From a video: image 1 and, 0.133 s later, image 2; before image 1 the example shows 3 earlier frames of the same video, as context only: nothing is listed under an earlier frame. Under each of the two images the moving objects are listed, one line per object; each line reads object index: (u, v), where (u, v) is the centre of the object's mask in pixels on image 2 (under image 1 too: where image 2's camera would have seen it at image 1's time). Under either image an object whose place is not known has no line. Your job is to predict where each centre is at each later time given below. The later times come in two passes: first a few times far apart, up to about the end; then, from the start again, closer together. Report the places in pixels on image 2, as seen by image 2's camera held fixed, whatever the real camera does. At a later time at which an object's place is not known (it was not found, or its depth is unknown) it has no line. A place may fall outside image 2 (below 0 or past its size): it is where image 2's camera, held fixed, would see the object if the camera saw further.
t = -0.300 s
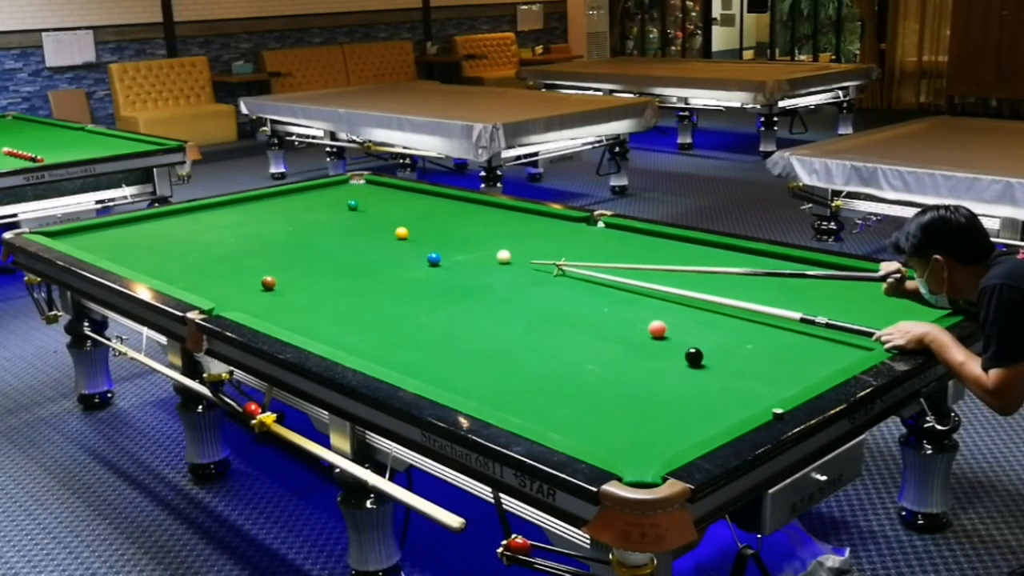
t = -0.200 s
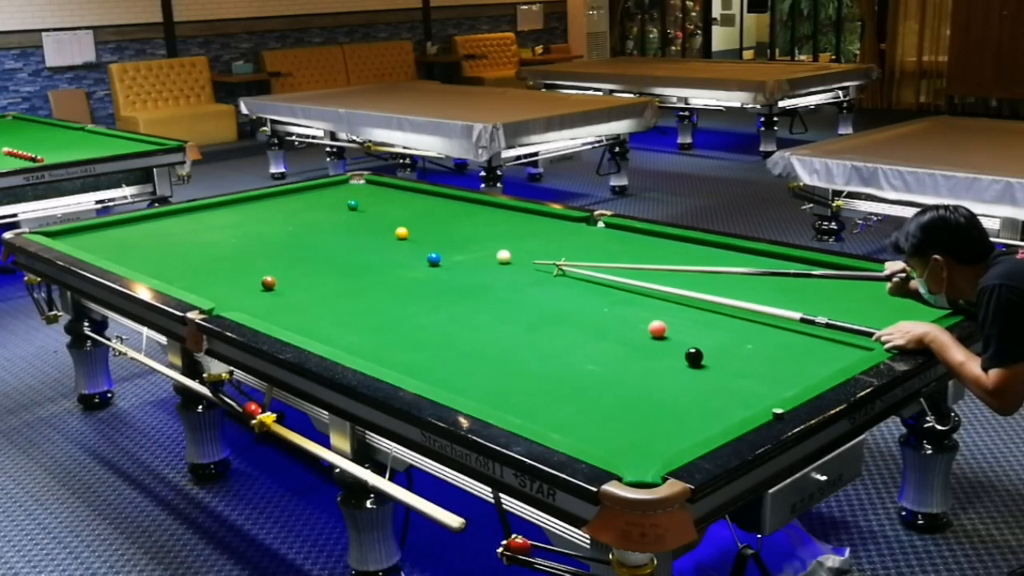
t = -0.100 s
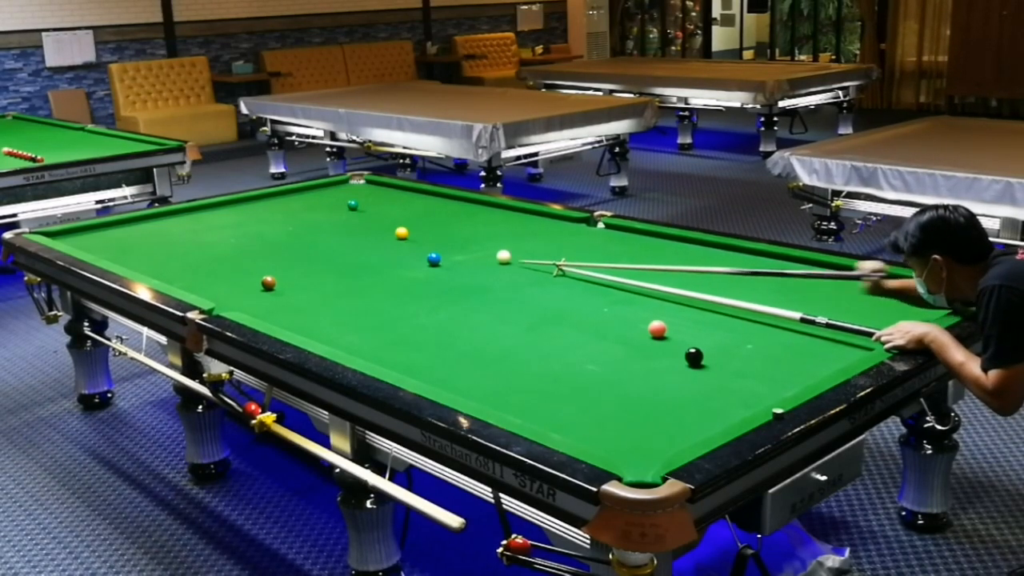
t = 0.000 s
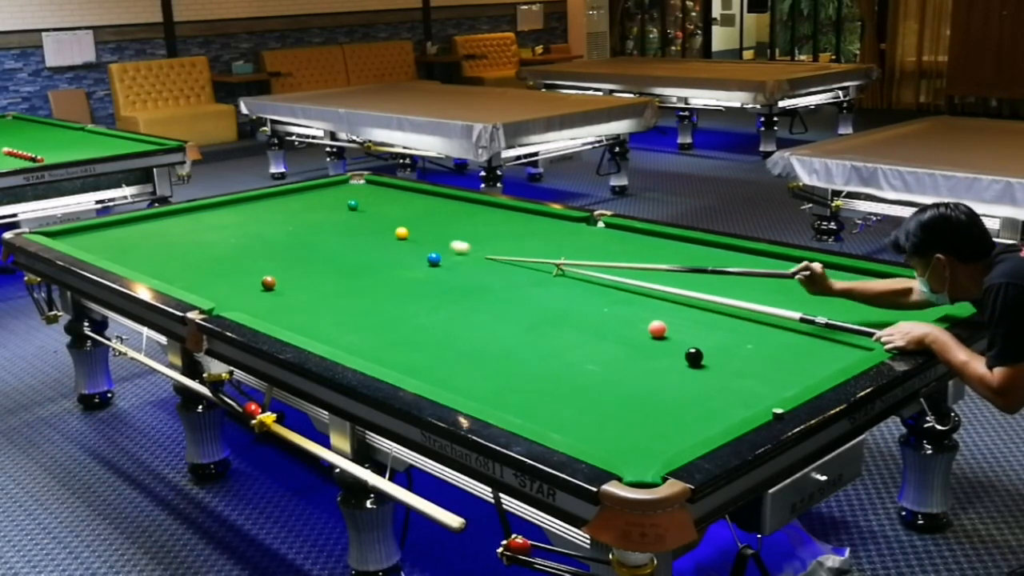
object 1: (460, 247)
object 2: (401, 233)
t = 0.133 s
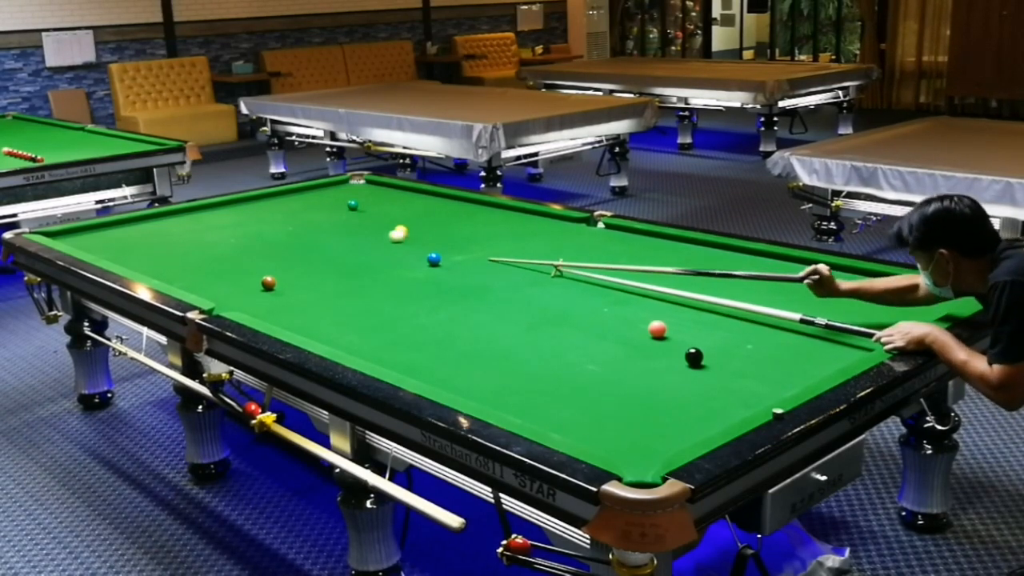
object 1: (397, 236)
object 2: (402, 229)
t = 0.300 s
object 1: (344, 240)
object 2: (393, 217)
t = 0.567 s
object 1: (289, 249)
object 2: (384, 200)
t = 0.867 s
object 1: (234, 259)
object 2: (376, 184)
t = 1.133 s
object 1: (183, 269)
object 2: (339, 182)
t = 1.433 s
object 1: (162, 272)
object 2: (337, 191)
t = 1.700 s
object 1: (190, 264)
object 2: (333, 199)
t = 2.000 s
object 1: (219, 255)
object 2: (329, 209)
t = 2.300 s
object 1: (245, 248)
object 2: (324, 219)
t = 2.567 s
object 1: (266, 242)
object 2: (321, 229)
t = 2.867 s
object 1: (287, 236)
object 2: (316, 240)
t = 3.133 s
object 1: (304, 231)
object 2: (312, 250)
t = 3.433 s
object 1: (321, 226)
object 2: (308, 262)
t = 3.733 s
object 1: (336, 222)
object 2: (303, 275)
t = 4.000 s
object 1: (348, 219)
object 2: (298, 287)
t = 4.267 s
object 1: (359, 216)
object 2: (294, 300)
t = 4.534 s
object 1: (369, 214)
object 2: (290, 312)
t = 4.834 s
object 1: (379, 211)
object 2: (286, 324)
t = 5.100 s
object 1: (386, 209)
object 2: (308, 329)
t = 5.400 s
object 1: (394, 207)
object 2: (335, 331)
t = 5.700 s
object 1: (400, 206)
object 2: (361, 331)
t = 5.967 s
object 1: (404, 205)
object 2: (383, 332)
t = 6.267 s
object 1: (407, 204)
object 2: (404, 332)
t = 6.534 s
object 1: (408, 204)
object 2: (421, 332)
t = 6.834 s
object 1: (409, 204)
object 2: (438, 332)
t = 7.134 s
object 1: (408, 204)
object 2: (452, 332)
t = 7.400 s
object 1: (408, 204)
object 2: (463, 333)
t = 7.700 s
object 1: (408, 204)
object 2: (472, 333)
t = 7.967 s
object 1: (408, 204)
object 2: (478, 332)
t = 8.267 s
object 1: (409, 205)
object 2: (482, 332)
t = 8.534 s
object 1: (409, 204)
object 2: (484, 332)
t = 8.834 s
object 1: (408, 204)
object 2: (484, 332)
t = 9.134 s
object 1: (408, 204)
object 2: (484, 332)
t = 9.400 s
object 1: (408, 204)
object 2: (484, 332)
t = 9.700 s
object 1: (408, 204)
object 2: (484, 332)
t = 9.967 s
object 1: (408, 204)
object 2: (484, 332)
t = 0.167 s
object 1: (385, 237)
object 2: (399, 228)
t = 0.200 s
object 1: (374, 237)
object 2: (397, 225)
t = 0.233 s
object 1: (363, 238)
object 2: (396, 222)
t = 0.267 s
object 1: (353, 239)
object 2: (394, 219)
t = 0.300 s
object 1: (344, 240)
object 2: (393, 217)
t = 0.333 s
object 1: (335, 241)
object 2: (392, 214)
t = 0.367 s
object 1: (328, 242)
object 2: (390, 212)
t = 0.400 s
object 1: (320, 243)
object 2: (389, 210)
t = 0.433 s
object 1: (313, 244)
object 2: (388, 208)
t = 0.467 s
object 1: (307, 245)
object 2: (387, 206)
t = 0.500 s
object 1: (301, 247)
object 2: (386, 204)
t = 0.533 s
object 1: (295, 248)
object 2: (385, 202)
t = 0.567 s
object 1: (289, 249)
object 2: (384, 200)
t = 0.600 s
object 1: (283, 250)
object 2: (383, 198)
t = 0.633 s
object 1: (277, 251)
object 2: (382, 196)
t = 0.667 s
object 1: (271, 252)
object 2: (381, 194)
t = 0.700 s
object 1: (264, 253)
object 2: (380, 193)
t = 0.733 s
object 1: (258, 255)
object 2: (379, 191)
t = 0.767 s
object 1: (252, 256)
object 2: (378, 189)
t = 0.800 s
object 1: (246, 257)
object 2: (378, 187)
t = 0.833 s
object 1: (240, 258)
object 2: (377, 186)
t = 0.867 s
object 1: (234, 259)
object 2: (376, 184)
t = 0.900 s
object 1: (227, 261)
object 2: (375, 183)
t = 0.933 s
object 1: (221, 262)
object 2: (369, 182)
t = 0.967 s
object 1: (215, 263)
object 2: (363, 182)
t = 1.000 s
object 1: (208, 264)
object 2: (357, 182)
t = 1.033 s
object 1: (202, 265)
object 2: (351, 182)
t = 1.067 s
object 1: (196, 267)
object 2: (345, 182)
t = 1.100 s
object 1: (189, 268)
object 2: (340, 181)
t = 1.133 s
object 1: (183, 269)
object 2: (339, 182)
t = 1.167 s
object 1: (177, 270)
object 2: (339, 184)
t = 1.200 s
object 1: (170, 271)
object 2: (339, 185)
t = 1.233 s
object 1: (164, 273)
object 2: (339, 186)
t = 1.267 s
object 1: (158, 273)
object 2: (338, 186)
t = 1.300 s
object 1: (152, 273)
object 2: (338, 187)
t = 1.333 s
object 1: (150, 273)
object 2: (338, 188)
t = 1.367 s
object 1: (154, 273)
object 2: (337, 189)
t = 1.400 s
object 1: (158, 273)
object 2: (337, 190)
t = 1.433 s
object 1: (162, 272)
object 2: (337, 191)
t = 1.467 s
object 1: (166, 271)
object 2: (336, 192)
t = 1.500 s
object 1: (169, 270)
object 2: (335, 193)
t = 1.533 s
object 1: (173, 269)
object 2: (335, 194)
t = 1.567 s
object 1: (177, 268)
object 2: (334, 195)
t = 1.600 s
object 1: (180, 267)
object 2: (334, 196)
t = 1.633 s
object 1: (184, 266)
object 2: (333, 197)
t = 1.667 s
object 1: (187, 265)
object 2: (333, 198)
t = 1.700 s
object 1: (190, 264)
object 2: (333, 199)
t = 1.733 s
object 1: (194, 263)
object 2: (332, 200)
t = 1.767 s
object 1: (197, 261)
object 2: (332, 202)
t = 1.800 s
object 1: (200, 261)
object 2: (331, 203)
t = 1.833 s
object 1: (203, 260)
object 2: (331, 204)
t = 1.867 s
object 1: (207, 259)
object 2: (330, 205)
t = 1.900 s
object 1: (210, 258)
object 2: (330, 206)
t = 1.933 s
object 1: (213, 257)
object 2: (330, 207)
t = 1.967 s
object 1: (216, 256)
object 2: (329, 208)
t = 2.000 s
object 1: (219, 255)
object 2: (329, 209)
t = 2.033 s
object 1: (222, 254)
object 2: (328, 210)
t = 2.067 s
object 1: (225, 254)
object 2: (328, 211)
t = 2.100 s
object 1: (228, 253)
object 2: (327, 212)
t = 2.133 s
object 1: (231, 252)
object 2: (326, 213)
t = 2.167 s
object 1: (234, 251)
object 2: (326, 214)
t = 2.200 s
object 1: (237, 250)
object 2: (326, 216)
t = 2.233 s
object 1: (239, 249)
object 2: (325, 217)
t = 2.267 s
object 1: (243, 249)
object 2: (325, 218)
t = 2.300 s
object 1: (245, 248)
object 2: (324, 219)
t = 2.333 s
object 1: (248, 247)
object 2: (324, 220)
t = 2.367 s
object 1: (250, 246)
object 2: (323, 221)
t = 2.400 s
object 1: (253, 245)
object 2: (323, 222)
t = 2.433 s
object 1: (256, 245)
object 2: (323, 224)
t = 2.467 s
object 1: (258, 244)
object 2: (322, 225)
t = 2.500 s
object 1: (261, 243)
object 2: (322, 226)
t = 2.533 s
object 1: (263, 243)
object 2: (321, 227)
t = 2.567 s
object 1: (266, 242)
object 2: (321, 229)
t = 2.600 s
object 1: (268, 241)
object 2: (320, 230)
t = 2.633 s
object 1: (271, 240)
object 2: (320, 231)
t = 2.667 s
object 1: (273, 240)
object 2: (319, 232)
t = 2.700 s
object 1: (276, 239)
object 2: (318, 233)
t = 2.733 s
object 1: (278, 238)
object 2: (318, 235)
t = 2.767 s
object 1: (280, 238)
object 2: (318, 236)
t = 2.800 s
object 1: (282, 237)
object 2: (317, 237)
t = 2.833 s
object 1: (285, 236)
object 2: (316, 238)
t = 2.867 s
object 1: (287, 236)
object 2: (316, 240)
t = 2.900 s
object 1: (289, 235)
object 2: (315, 241)
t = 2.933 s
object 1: (291, 234)
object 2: (315, 242)
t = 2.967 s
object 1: (293, 234)
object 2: (314, 244)
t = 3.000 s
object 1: (295, 233)
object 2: (314, 245)
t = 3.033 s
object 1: (298, 232)
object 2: (313, 246)
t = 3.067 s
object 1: (300, 232)
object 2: (313, 248)
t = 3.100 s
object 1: (301, 231)
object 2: (313, 249)
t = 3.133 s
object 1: (304, 231)
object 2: (312, 250)
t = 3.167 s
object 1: (306, 230)
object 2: (311, 252)
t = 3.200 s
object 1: (308, 230)
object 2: (311, 253)
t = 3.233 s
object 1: (310, 229)
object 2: (310, 254)
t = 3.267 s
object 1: (312, 229)
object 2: (310, 256)
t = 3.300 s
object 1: (313, 228)
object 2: (310, 257)
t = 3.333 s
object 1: (315, 228)
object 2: (309, 258)
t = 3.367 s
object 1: (317, 227)
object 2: (309, 260)
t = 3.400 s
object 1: (319, 227)
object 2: (308, 261)
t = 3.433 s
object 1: (321, 226)
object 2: (308, 262)
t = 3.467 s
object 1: (322, 226)
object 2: (307, 264)
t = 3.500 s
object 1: (324, 225)
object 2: (306, 265)
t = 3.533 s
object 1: (326, 225)
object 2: (306, 267)
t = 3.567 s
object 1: (328, 224)
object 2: (305, 268)
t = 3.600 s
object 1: (330, 224)
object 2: (305, 270)
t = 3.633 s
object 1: (331, 223)
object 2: (304, 271)
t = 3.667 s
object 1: (333, 223)
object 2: (304, 273)
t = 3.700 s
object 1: (334, 222)
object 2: (303, 274)
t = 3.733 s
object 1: (336, 222)
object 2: (303, 275)
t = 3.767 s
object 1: (338, 221)
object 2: (302, 277)
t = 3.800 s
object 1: (339, 221)
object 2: (302, 278)
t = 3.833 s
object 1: (341, 221)
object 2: (301, 280)
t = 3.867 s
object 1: (342, 220)
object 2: (301, 281)
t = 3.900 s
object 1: (344, 220)
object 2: (300, 283)
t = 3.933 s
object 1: (345, 219)
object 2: (299, 284)
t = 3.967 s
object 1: (347, 219)
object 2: (299, 286)
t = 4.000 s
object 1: (348, 219)
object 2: (298, 287)
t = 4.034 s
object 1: (350, 219)
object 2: (298, 289)
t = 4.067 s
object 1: (351, 218)
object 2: (297, 291)
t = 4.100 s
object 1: (352, 218)
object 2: (297, 292)
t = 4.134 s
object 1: (354, 218)
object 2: (296, 293)
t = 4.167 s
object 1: (355, 217)
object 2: (296, 295)
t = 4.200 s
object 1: (356, 217)
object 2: (295, 297)
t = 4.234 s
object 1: (358, 217)
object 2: (295, 298)
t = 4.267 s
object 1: (359, 216)
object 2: (294, 300)
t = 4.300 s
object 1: (360, 216)
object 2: (294, 301)
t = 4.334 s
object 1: (362, 216)
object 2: (293, 303)
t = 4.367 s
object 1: (363, 215)
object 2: (292, 305)
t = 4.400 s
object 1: (364, 215)
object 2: (292, 306)
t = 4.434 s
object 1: (365, 214)
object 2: (291, 308)
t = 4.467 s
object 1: (367, 214)
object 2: (291, 309)
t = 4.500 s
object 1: (368, 214)
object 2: (290, 311)
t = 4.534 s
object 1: (369, 214)
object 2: (290, 312)
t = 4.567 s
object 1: (370, 213)
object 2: (289, 314)
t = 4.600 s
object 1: (371, 213)
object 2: (289, 315)
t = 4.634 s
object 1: (372, 212)
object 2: (288, 317)
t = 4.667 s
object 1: (373, 212)
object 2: (287, 319)
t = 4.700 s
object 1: (375, 212)
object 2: (287, 320)
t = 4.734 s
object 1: (376, 212)
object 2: (287, 321)
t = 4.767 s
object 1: (377, 211)
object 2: (286, 322)
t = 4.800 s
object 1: (378, 211)
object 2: (286, 323)
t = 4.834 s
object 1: (379, 211)
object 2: (286, 324)
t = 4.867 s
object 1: (380, 210)
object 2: (286, 326)
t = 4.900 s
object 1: (381, 210)
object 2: (288, 326)
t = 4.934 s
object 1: (382, 210)
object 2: (291, 327)
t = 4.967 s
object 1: (383, 210)
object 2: (294, 327)
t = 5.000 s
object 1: (384, 210)
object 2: (298, 328)
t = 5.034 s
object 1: (384, 210)
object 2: (301, 328)
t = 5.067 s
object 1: (386, 209)
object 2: (304, 329)
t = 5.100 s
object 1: (386, 209)
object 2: (308, 329)
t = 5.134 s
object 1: (387, 209)
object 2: (310, 330)
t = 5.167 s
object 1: (388, 209)
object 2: (314, 330)
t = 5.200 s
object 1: (389, 209)
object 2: (317, 330)
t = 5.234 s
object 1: (390, 208)
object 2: (320, 330)
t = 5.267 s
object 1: (391, 208)
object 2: (323, 330)
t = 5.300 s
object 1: (392, 208)
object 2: (326, 330)
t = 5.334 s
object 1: (392, 208)
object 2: (329, 330)
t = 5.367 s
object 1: (393, 208)
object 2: (332, 331)
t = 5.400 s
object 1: (394, 207)
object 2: (335, 331)
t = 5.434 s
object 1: (395, 207)
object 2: (338, 331)
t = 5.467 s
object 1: (395, 207)
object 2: (341, 331)
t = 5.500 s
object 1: (396, 207)
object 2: (344, 331)
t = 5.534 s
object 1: (397, 207)
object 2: (347, 331)
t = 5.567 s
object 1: (397, 207)
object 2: (350, 331)
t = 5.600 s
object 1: (398, 206)
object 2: (353, 331)
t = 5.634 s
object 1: (399, 206)
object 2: (356, 331)
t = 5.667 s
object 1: (399, 206)
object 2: (359, 331)
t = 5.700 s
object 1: (400, 206)
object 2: (361, 331)
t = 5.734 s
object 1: (401, 206)
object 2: (364, 331)
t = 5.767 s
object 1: (401, 206)
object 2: (367, 331)
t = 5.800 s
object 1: (402, 206)
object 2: (370, 331)
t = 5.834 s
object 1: (402, 205)
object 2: (372, 331)
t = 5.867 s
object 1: (402, 205)
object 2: (375, 331)
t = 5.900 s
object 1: (403, 205)
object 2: (377, 331)
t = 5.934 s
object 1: (403, 205)
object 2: (380, 331)
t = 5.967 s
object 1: (404, 205)
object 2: (383, 332)
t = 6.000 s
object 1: (404, 205)
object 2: (385, 332)
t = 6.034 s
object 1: (405, 205)
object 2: (388, 332)
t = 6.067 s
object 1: (405, 205)
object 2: (390, 332)
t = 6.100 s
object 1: (405, 205)
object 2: (393, 332)
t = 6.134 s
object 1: (406, 205)
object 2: (395, 332)
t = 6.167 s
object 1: (406, 205)
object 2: (397, 332)
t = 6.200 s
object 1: (406, 204)
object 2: (400, 332)
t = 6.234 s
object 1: (407, 204)
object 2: (402, 332)
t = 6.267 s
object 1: (407, 204)
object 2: (404, 332)
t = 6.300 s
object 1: (407, 204)
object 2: (407, 332)
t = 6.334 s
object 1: (407, 204)
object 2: (408, 332)
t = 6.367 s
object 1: (408, 204)
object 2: (411, 332)
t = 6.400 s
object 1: (408, 204)
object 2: (413, 332)
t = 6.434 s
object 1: (408, 204)
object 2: (415, 332)
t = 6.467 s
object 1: (408, 204)
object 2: (418, 332)
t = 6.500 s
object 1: (408, 204)
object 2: (419, 332)
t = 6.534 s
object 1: (408, 204)
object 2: (421, 332)
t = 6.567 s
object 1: (409, 204)
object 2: (424, 332)
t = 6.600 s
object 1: (409, 204)
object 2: (425, 332)
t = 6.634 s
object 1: (409, 204)
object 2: (427, 332)
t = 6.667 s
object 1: (409, 204)
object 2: (429, 332)
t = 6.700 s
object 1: (409, 204)
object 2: (431, 332)
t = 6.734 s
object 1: (409, 204)
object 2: (433, 332)
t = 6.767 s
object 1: (409, 204)
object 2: (435, 332)
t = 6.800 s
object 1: (409, 204)
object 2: (437, 332)
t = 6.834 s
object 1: (409, 204)
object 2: (438, 332)
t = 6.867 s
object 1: (409, 204)
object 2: (440, 333)
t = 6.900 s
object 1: (409, 204)
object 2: (442, 332)
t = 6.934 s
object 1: (408, 204)
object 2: (443, 333)
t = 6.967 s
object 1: (408, 204)
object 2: (445, 333)
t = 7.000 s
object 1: (408, 204)
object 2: (446, 332)
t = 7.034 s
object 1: (408, 204)
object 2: (448, 332)
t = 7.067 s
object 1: (408, 204)
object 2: (450, 332)
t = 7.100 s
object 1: (408, 204)
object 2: (451, 332)
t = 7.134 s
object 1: (408, 204)
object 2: (452, 332)
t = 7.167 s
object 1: (408, 204)
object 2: (454, 333)
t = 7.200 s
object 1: (408, 204)
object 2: (455, 333)
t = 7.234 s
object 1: (408, 204)
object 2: (457, 333)
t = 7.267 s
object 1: (408, 204)
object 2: (458, 332)
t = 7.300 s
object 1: (409, 204)
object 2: (459, 332)
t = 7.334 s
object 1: (408, 204)
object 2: (460, 333)
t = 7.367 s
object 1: (408, 204)
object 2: (462, 333)
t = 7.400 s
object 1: (408, 204)
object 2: (463, 333)
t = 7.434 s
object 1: (408, 204)
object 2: (464, 333)
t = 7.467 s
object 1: (408, 204)
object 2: (465, 332)
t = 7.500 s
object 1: (408, 204)
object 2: (466, 332)
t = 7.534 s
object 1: (408, 204)
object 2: (467, 332)
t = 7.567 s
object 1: (408, 204)
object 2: (468, 332)
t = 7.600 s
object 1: (408, 204)
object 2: (469, 332)
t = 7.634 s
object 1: (408, 204)
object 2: (470, 333)
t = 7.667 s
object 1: (408, 204)
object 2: (471, 333)
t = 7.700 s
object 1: (408, 204)
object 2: (472, 333)
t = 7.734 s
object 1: (408, 204)
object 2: (473, 332)
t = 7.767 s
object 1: (408, 204)
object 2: (474, 332)
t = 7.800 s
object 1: (408, 204)
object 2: (475, 332)
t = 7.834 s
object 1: (408, 204)
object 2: (475, 333)
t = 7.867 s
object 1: (408, 204)
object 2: (476, 332)
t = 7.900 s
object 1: (408, 204)
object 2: (477, 332)
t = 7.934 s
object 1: (408, 204)
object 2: (478, 332)
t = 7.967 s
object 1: (408, 204)
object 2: (478, 332)
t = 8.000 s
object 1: (409, 205)
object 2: (479, 332)
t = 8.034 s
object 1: (409, 205)
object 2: (479, 332)
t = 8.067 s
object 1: (409, 205)
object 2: (480, 332)
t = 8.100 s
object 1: (409, 205)
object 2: (480, 332)
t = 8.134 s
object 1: (409, 205)
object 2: (481, 332)
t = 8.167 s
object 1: (409, 205)
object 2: (481, 332)
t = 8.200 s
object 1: (409, 205)
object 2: (482, 332)
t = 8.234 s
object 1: (409, 205)
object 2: (482, 332)
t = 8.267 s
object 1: (409, 205)
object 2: (482, 332)
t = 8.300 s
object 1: (409, 205)
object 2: (482, 332)
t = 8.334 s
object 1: (408, 205)
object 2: (483, 332)
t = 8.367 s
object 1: (408, 204)
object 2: (483, 332)
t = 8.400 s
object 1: (408, 204)
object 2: (483, 332)
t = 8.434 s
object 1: (408, 204)
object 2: (483, 332)
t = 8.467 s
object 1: (408, 204)
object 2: (483, 332)
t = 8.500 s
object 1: (409, 204)
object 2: (484, 332)
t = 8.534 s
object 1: (409, 204)
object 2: (484, 332)
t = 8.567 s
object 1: (408, 204)
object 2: (484, 332)
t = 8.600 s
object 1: (409, 204)
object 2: (484, 332)
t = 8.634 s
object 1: (409, 204)
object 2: (484, 332)
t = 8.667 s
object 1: (408, 204)
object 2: (484, 332)
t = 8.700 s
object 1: (408, 204)
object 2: (484, 332)
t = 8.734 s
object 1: (408, 204)
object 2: (484, 332)
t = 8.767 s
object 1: (408, 204)
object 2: (484, 332)
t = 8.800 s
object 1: (408, 204)
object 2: (484, 331)
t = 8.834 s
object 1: (408, 204)
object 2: (484, 332)
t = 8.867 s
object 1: (408, 204)
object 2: (484, 332)
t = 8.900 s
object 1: (408, 204)
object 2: (484, 331)
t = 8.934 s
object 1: (408, 204)
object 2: (484, 332)
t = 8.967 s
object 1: (408, 204)
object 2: (484, 332)
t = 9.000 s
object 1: (408, 204)
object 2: (484, 332)
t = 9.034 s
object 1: (408, 204)
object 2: (484, 332)
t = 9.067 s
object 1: (408, 204)
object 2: (484, 332)
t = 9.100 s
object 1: (408, 204)
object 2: (484, 332)
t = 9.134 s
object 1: (408, 204)
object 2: (484, 332)
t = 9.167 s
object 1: (408, 204)
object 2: (484, 332)
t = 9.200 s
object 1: (408, 204)
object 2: (484, 332)
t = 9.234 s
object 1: (408, 204)
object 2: (484, 332)
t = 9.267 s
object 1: (408, 204)
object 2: (484, 332)
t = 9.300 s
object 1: (408, 204)
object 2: (484, 332)
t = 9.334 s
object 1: (408, 204)
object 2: (484, 332)
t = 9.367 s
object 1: (408, 204)
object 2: (484, 332)
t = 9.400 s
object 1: (408, 204)
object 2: (484, 332)
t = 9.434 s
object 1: (408, 204)
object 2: (484, 332)
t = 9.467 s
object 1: (408, 204)
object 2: (484, 332)
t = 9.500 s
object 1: (408, 204)
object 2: (484, 332)
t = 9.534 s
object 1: (408, 204)
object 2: (484, 332)
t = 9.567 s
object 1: (408, 204)
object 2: (484, 332)
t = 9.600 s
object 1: (408, 204)
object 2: (484, 332)
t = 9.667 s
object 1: (408, 204)
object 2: (484, 332)
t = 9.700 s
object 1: (408, 204)
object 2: (484, 332)
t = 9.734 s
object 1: (408, 204)
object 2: (484, 332)
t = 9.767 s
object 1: (408, 204)
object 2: (484, 332)
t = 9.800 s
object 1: (408, 204)
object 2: (484, 332)
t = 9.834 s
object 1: (408, 204)
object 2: (484, 332)
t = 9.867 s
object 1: (408, 204)
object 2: (484, 332)
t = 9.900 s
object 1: (408, 204)
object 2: (484, 332)
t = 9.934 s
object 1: (408, 204)
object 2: (484, 332)
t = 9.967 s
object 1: (408, 204)
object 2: (484, 332)
